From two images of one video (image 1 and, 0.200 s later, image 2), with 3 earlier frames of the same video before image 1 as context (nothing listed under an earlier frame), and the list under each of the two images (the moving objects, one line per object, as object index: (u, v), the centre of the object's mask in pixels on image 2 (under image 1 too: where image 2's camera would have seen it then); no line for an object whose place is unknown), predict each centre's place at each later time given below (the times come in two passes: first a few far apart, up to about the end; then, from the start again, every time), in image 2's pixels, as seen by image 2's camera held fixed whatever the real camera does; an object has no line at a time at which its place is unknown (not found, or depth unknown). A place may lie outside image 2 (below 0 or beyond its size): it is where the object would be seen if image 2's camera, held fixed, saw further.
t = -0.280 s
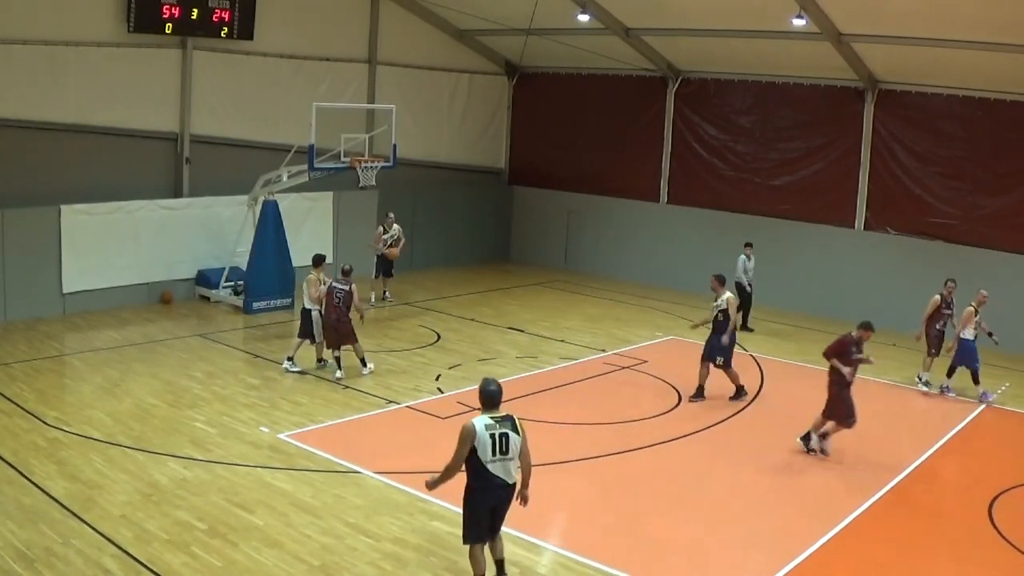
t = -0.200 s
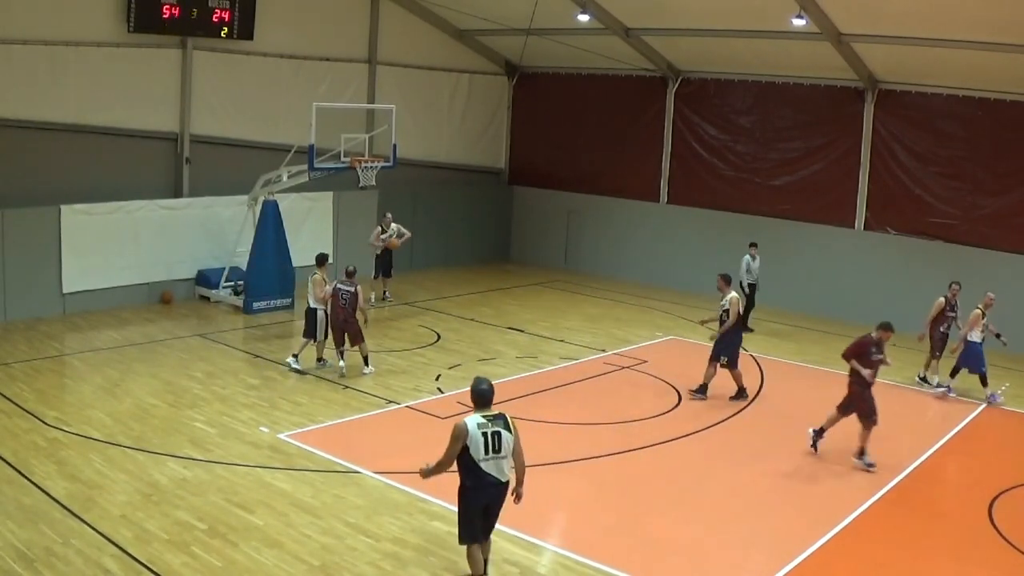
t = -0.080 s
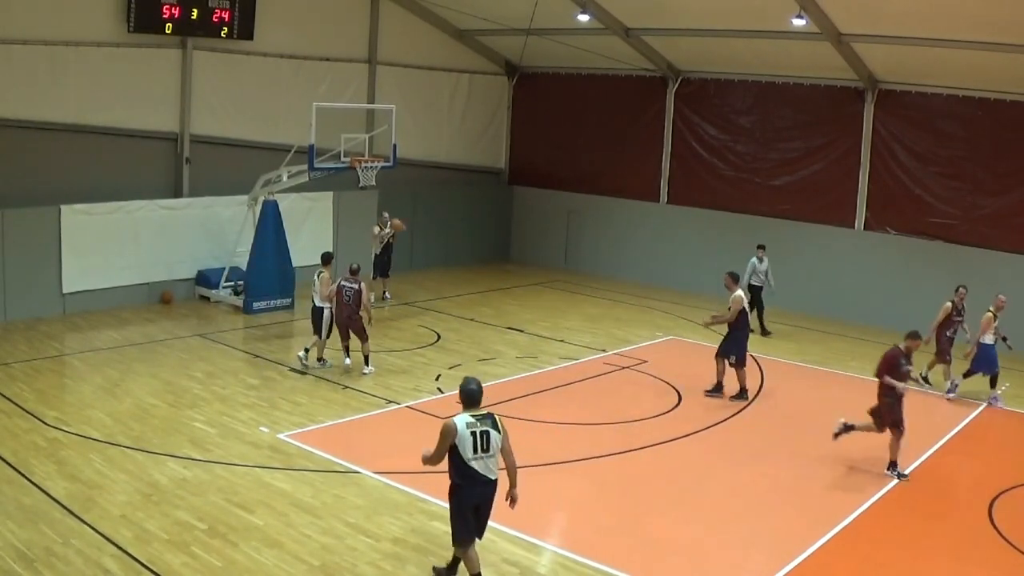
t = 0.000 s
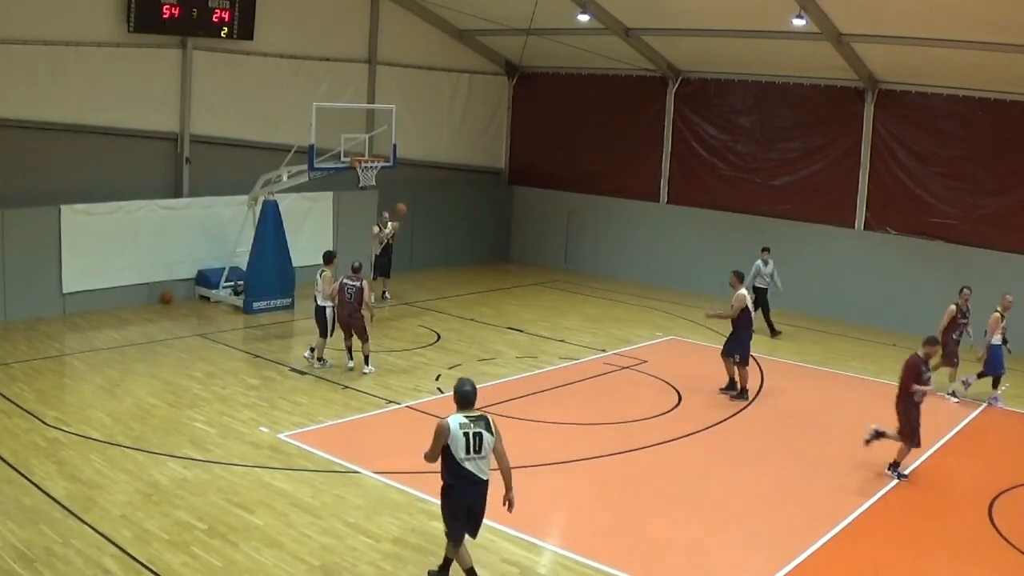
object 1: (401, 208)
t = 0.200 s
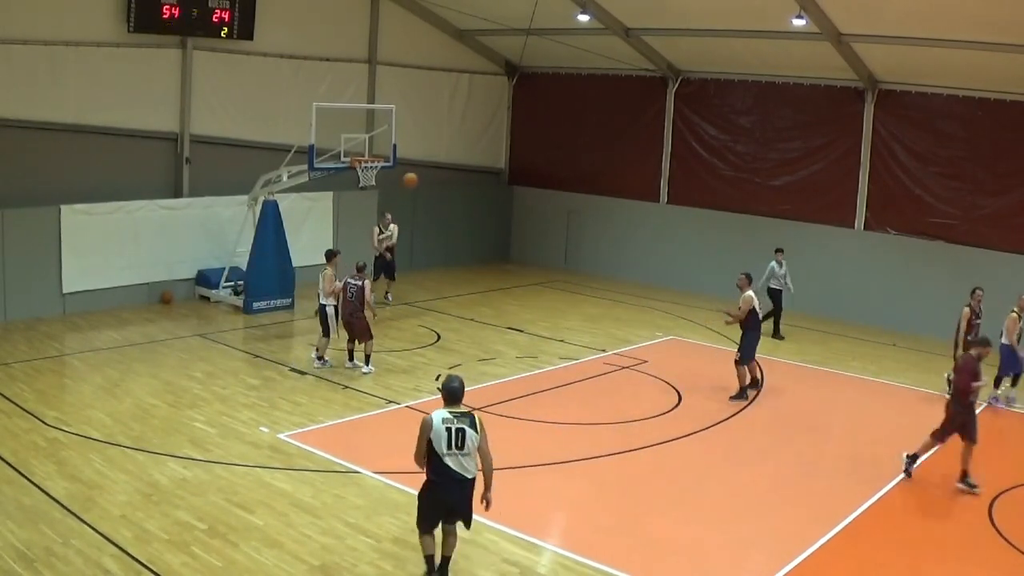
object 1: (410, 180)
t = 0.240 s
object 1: (412, 176)
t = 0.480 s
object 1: (427, 172)
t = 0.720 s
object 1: (445, 213)
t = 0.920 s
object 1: (463, 299)
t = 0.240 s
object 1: (412, 176)
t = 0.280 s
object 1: (415, 173)
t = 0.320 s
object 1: (417, 171)
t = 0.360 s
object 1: (420, 170)
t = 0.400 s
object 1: (422, 170)
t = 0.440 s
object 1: (425, 170)
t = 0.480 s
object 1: (427, 172)
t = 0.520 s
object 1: (430, 175)
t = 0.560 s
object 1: (433, 180)
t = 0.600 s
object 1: (436, 185)
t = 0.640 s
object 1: (439, 193)
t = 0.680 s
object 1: (442, 202)
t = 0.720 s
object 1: (445, 213)
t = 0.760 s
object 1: (449, 225)
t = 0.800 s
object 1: (452, 241)
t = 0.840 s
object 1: (456, 257)
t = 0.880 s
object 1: (460, 275)
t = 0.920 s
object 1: (463, 299)
